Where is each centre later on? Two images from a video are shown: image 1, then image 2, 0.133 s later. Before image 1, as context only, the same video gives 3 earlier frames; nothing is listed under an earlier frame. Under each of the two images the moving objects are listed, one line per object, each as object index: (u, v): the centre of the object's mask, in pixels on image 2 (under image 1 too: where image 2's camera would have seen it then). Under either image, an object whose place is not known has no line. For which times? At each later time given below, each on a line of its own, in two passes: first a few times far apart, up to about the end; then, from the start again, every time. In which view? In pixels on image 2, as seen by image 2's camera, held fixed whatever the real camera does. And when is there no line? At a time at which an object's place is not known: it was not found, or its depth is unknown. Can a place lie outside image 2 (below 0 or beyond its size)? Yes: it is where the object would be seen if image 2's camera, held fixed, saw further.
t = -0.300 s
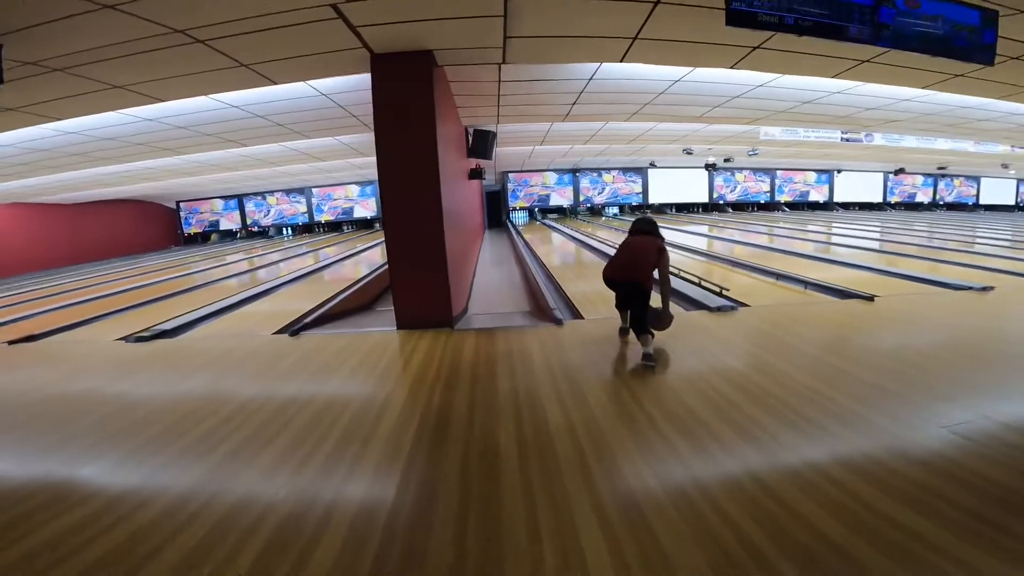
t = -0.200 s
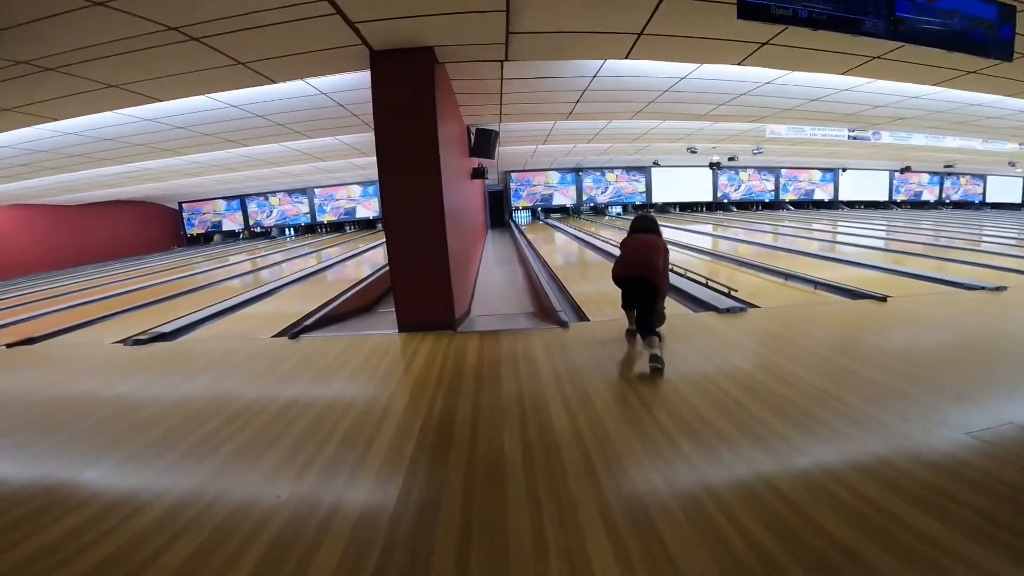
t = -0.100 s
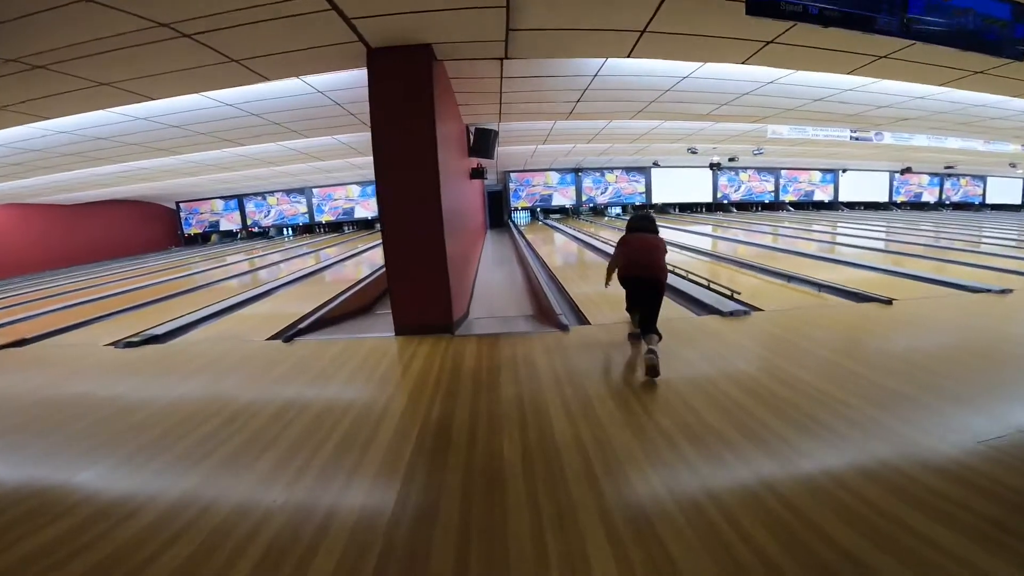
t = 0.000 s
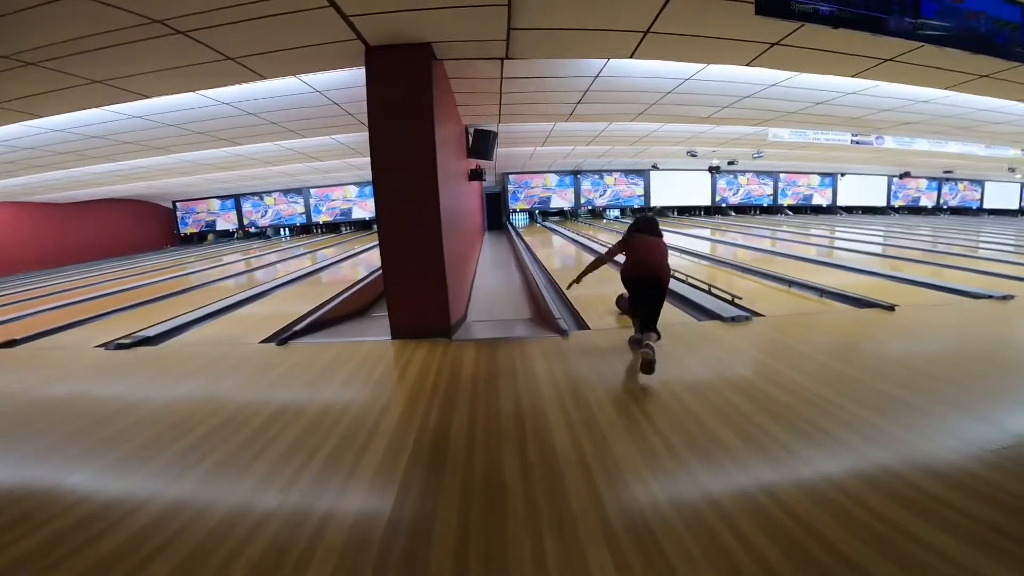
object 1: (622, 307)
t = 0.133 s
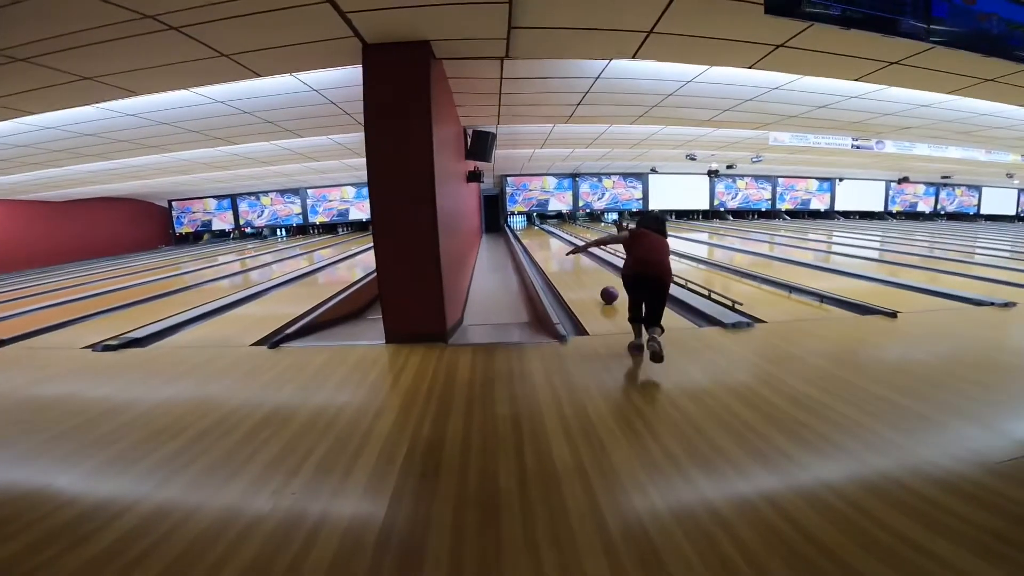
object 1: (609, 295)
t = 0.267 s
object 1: (597, 285)
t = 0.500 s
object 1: (580, 273)
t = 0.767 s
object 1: (565, 264)
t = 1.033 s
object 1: (553, 256)
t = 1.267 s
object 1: (546, 251)
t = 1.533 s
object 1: (539, 245)
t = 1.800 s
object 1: (532, 240)
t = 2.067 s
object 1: (529, 236)
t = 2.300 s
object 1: (527, 234)
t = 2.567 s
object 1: (522, 233)
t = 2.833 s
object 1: (520, 230)
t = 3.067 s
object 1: (519, 228)
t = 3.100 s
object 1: (519, 228)
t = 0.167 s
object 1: (605, 292)
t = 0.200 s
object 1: (603, 290)
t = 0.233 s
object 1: (600, 287)
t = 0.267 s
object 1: (597, 285)
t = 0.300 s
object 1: (594, 283)
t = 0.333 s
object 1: (591, 281)
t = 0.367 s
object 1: (589, 279)
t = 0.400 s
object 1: (586, 278)
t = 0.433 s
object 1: (584, 276)
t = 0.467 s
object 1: (582, 275)
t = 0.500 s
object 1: (580, 273)
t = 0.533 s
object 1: (578, 272)
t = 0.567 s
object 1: (576, 271)
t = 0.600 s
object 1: (574, 270)
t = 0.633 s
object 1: (572, 268)
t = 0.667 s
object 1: (570, 267)
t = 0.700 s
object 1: (568, 266)
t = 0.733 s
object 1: (566, 265)
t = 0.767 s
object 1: (565, 264)
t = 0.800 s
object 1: (563, 263)
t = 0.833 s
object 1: (561, 262)
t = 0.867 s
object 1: (560, 261)
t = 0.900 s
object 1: (559, 260)
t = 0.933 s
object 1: (557, 259)
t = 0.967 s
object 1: (556, 258)
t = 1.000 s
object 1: (555, 257)
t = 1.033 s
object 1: (553, 256)
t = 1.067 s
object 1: (552, 255)
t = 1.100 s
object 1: (551, 254)
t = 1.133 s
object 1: (550, 253)
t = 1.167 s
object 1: (549, 253)
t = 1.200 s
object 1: (548, 252)
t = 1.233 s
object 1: (547, 251)
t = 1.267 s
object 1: (546, 251)
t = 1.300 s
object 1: (545, 250)
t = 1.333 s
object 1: (544, 249)
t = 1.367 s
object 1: (543, 249)
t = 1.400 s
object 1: (542, 248)
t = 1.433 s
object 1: (542, 247)
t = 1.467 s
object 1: (541, 247)
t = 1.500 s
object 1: (540, 246)
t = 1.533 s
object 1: (539, 245)
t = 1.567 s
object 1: (538, 245)
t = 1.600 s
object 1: (538, 244)
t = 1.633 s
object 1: (536, 243)
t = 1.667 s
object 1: (535, 242)
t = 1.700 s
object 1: (534, 242)
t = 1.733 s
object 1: (533, 241)
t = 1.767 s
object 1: (533, 241)
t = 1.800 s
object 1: (532, 240)
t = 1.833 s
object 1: (532, 239)
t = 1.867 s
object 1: (531, 239)
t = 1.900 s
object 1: (530, 238)
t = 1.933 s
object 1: (530, 238)
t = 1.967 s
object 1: (529, 237)
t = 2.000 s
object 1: (529, 237)
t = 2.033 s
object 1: (529, 237)
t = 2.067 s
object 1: (529, 236)
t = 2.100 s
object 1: (528, 235)
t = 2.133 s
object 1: (528, 235)
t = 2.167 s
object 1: (528, 235)
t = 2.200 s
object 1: (527, 235)
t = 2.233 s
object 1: (527, 235)
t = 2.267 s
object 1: (527, 234)
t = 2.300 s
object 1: (527, 234)
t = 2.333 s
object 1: (526, 234)
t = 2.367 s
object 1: (526, 234)
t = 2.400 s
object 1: (525, 234)
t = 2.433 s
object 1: (524, 233)
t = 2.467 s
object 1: (524, 233)
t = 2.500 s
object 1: (523, 233)
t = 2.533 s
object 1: (523, 233)
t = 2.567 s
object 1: (522, 233)
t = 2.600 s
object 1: (522, 233)
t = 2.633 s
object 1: (521, 232)
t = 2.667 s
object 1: (520, 232)
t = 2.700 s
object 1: (520, 231)
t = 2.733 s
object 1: (520, 231)
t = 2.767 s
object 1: (520, 231)
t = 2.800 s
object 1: (520, 231)
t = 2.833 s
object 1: (520, 230)
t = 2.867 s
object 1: (520, 230)
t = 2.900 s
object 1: (520, 230)
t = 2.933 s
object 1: (521, 229)
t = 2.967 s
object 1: (520, 229)
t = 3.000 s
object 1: (520, 229)
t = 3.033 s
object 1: (520, 229)
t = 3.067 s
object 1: (519, 228)
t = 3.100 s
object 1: (519, 228)
